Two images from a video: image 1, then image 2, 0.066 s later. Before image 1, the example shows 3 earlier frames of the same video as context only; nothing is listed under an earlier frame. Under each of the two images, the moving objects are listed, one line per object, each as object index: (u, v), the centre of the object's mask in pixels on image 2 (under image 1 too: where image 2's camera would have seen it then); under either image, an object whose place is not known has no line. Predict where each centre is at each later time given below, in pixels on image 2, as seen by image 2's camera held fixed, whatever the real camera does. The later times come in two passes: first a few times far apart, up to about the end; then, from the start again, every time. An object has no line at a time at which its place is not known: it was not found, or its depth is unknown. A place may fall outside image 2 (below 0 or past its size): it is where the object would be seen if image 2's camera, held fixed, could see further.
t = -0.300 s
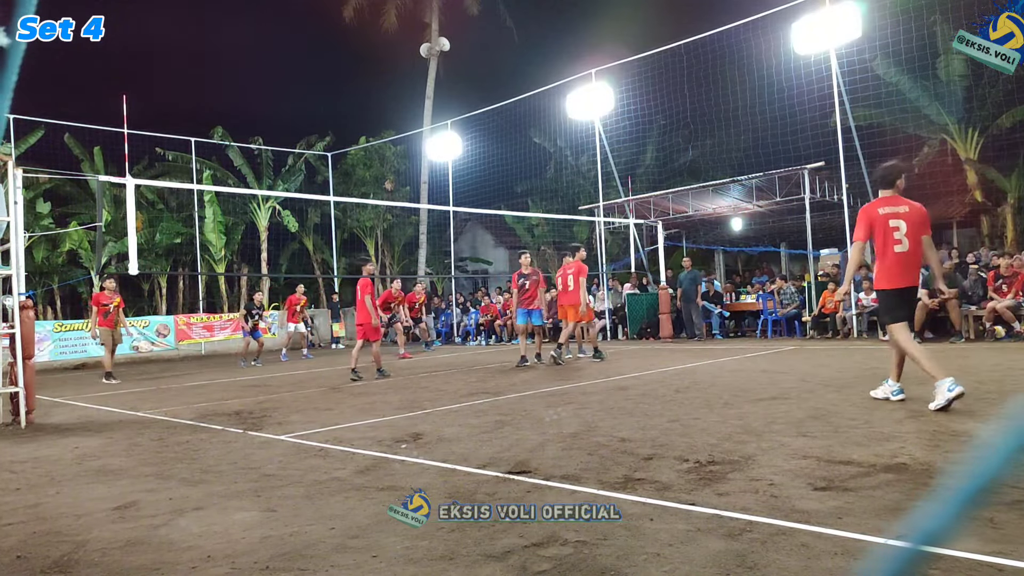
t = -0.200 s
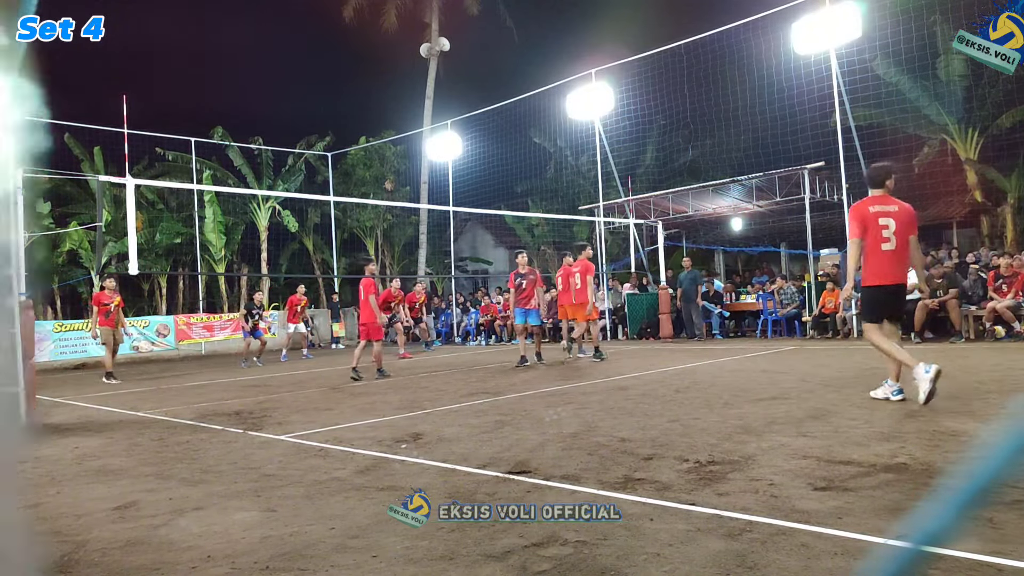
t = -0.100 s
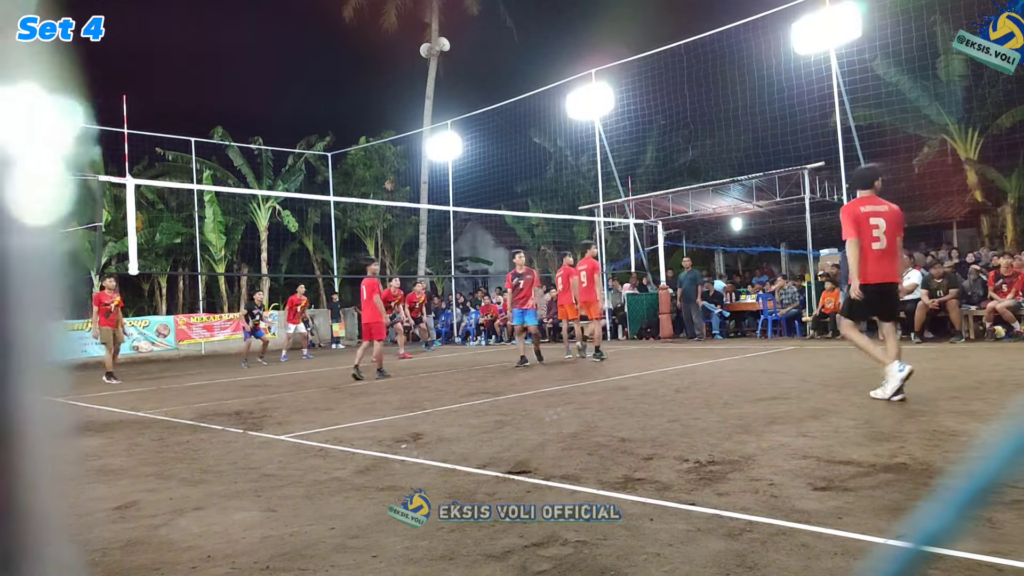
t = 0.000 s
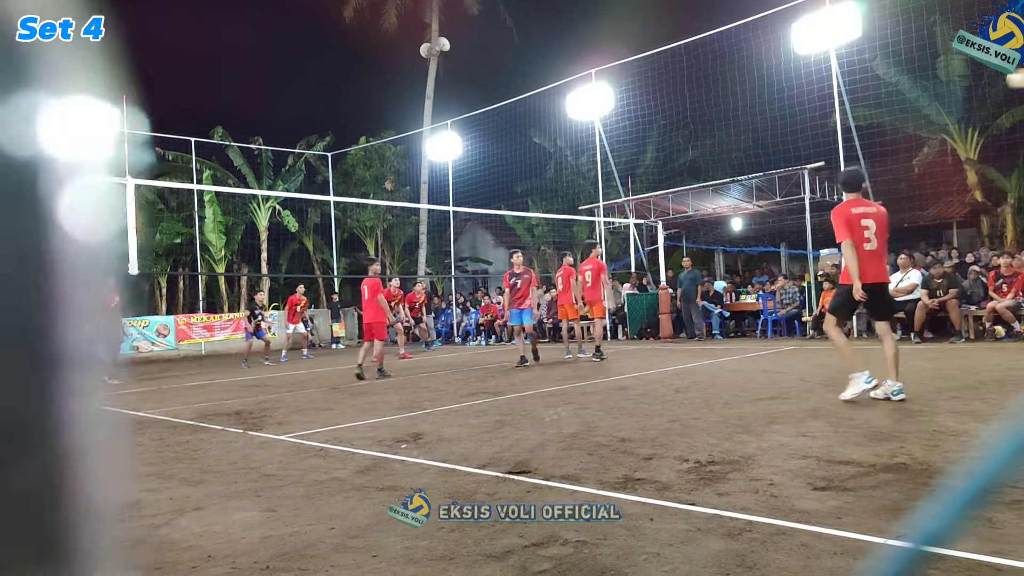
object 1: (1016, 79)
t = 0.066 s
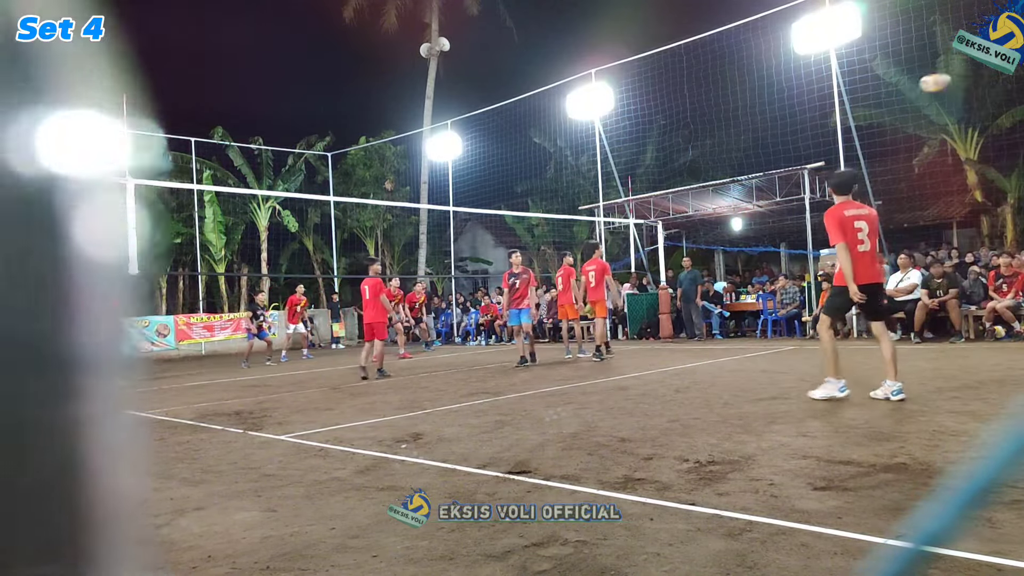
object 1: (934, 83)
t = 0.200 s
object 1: (797, 98)
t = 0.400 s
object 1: (645, 134)
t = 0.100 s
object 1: (896, 86)
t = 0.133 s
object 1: (860, 89)
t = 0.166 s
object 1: (825, 93)
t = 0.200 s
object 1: (797, 98)
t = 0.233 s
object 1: (769, 102)
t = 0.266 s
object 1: (731, 110)
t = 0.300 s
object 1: (719, 112)
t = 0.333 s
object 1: (696, 118)
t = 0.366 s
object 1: (675, 124)
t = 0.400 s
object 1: (645, 134)
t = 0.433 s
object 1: (636, 137)
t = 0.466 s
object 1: (618, 144)
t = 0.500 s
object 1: (602, 152)
